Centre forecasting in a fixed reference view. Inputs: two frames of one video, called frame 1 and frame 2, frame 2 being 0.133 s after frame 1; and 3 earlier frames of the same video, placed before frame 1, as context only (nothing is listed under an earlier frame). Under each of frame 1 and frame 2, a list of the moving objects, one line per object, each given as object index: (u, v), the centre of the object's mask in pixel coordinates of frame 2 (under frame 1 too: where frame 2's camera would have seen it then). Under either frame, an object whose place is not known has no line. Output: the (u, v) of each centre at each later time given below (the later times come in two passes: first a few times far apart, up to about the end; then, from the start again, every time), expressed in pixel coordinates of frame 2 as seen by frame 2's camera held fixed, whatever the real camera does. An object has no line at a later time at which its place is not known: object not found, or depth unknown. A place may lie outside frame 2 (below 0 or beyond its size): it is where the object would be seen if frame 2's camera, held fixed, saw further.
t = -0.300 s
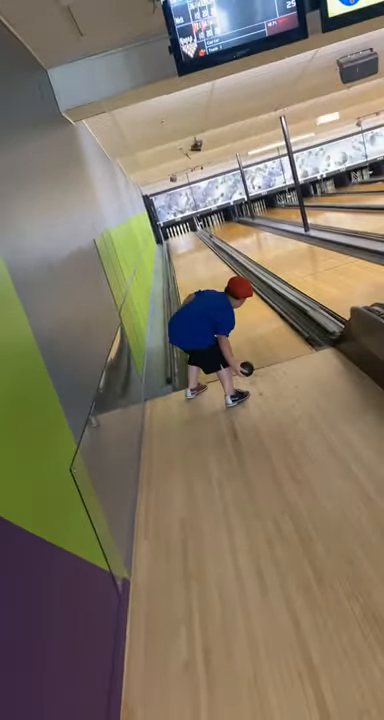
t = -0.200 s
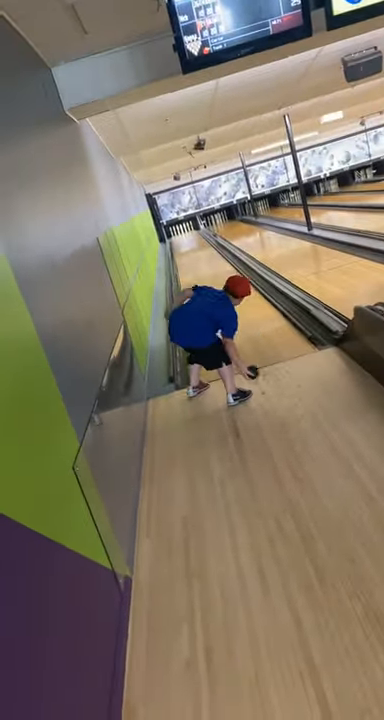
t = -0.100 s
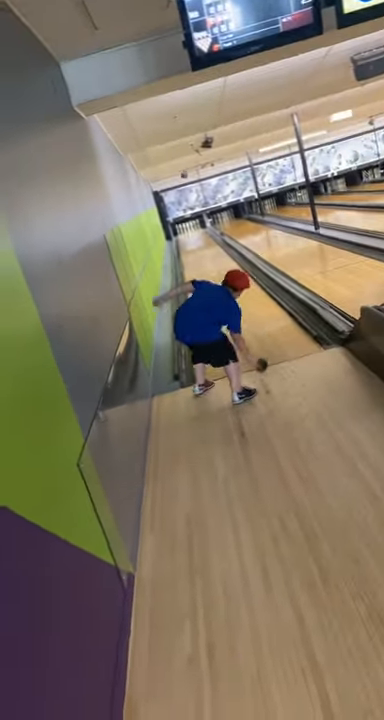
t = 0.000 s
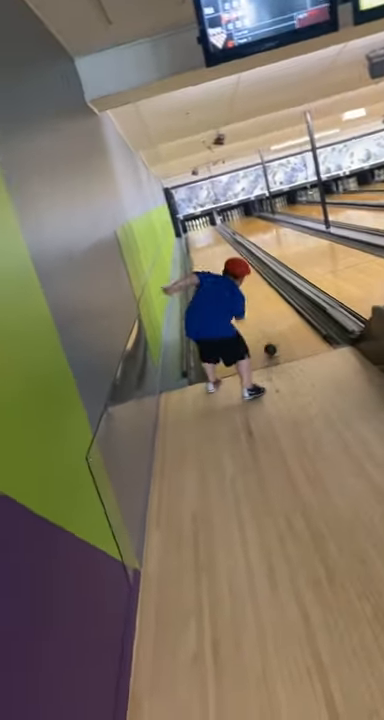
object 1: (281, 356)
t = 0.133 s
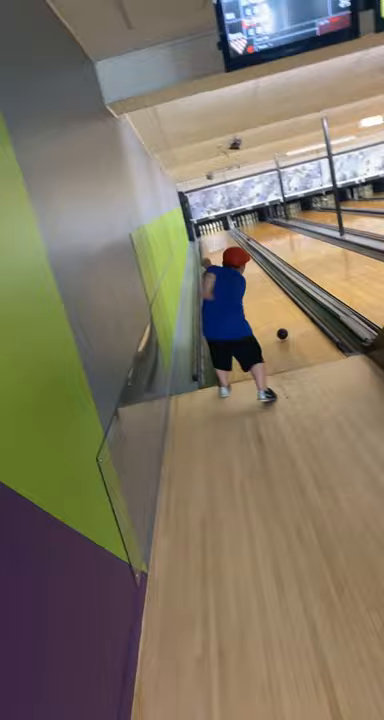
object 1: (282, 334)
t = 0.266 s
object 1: (283, 319)
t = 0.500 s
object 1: (286, 297)
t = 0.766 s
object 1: (270, 285)
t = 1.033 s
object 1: (257, 276)
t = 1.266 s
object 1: (249, 271)
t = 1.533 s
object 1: (238, 265)
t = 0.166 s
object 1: (282, 330)
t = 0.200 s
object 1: (282, 326)
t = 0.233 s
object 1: (283, 323)
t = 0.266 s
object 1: (283, 319)
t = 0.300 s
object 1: (283, 315)
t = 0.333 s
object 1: (284, 312)
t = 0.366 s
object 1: (284, 308)
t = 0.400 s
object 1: (284, 305)
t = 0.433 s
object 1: (285, 302)
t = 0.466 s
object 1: (285, 300)
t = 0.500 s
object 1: (286, 297)
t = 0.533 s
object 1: (286, 295)
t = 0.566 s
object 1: (285, 293)
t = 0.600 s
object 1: (282, 291)
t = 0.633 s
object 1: (279, 290)
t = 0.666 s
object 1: (277, 288)
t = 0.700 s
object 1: (274, 287)
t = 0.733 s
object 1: (272, 286)
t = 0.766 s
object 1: (270, 285)
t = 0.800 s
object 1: (268, 283)
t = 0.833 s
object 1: (266, 282)
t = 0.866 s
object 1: (264, 281)
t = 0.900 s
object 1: (263, 280)
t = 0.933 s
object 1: (261, 279)
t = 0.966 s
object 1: (260, 278)
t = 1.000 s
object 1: (258, 277)
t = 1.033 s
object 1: (257, 276)
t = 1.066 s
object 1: (256, 276)
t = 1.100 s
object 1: (255, 275)
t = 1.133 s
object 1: (253, 273)
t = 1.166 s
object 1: (252, 273)
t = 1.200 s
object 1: (251, 272)
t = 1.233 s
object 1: (249, 271)
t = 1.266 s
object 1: (249, 271)
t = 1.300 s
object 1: (247, 269)
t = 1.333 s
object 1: (246, 269)
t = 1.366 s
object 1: (245, 268)
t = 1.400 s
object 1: (244, 268)
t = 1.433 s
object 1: (243, 267)
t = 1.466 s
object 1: (241, 266)
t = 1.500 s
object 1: (240, 265)
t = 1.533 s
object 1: (238, 265)
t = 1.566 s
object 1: (237, 266)
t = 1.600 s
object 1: (235, 266)
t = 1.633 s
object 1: (233, 266)
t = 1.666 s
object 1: (231, 266)
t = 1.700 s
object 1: (230, 266)
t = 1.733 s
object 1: (227, 264)
